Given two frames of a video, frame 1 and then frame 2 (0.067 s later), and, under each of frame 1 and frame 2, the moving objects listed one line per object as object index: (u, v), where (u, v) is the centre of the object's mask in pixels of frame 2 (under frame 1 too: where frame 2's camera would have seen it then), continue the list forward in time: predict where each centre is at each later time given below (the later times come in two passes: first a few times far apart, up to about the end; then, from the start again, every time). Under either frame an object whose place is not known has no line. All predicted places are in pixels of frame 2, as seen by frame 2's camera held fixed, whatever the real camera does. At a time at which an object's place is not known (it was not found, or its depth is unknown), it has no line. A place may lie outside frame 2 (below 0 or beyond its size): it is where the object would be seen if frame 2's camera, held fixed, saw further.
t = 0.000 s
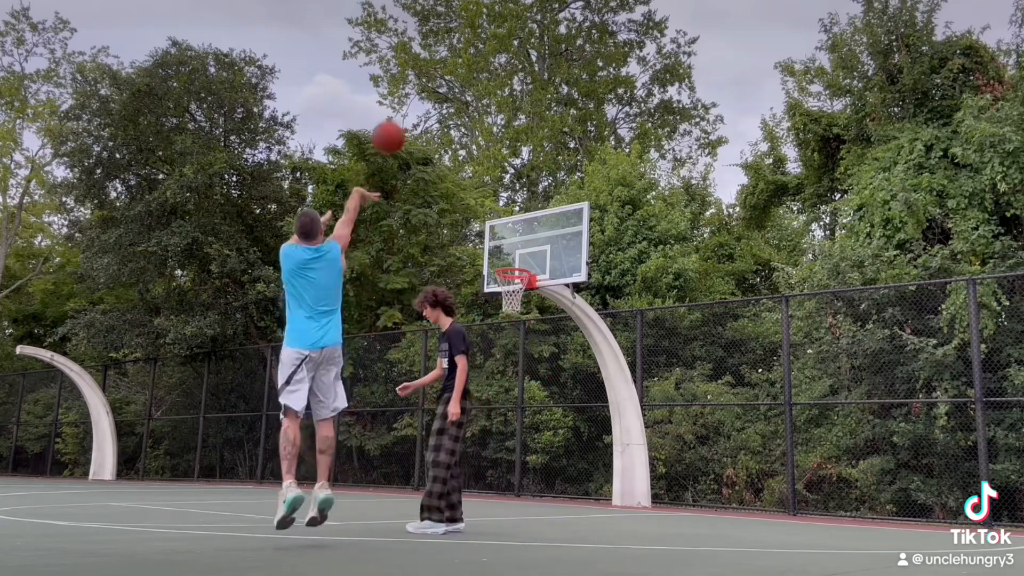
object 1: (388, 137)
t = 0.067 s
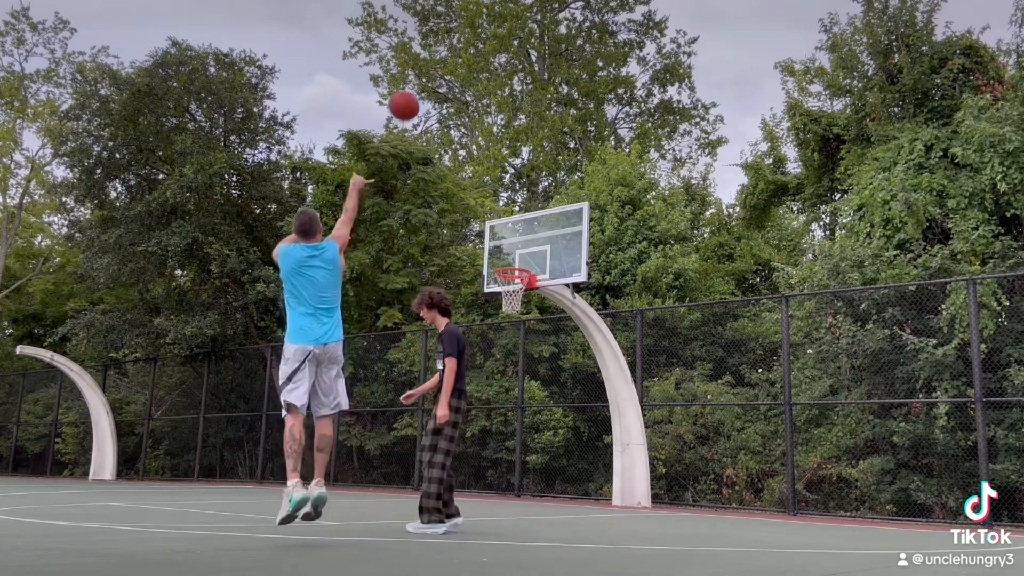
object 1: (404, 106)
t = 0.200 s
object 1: (429, 68)
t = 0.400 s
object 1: (457, 55)
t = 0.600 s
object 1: (479, 79)
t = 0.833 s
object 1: (497, 142)
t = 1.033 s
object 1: (509, 215)
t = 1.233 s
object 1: (509, 287)
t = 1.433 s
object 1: (507, 276)
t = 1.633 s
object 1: (508, 288)
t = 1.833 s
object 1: (506, 331)
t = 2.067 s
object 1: (503, 424)
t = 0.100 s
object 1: (412, 92)
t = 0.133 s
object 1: (418, 83)
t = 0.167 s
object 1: (423, 74)
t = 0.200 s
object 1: (429, 68)
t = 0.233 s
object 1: (435, 63)
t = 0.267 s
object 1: (440, 59)
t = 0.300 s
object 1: (444, 56)
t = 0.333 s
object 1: (449, 55)
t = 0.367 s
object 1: (455, 55)
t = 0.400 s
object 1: (457, 55)
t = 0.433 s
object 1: (462, 56)
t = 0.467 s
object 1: (466, 60)
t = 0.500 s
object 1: (469, 64)
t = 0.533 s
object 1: (472, 68)
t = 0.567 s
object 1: (476, 74)
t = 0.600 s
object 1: (479, 79)
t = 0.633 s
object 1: (482, 86)
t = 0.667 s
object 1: (485, 94)
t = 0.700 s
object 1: (488, 102)
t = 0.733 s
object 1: (490, 111)
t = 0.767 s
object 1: (493, 121)
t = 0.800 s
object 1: (495, 131)
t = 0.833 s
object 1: (497, 142)
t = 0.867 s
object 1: (500, 152)
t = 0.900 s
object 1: (502, 163)
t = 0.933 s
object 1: (504, 176)
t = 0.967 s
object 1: (505, 188)
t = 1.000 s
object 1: (508, 202)
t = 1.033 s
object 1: (509, 215)
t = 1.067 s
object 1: (511, 229)
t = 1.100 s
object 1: (512, 243)
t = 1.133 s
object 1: (513, 258)
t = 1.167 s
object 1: (514, 274)
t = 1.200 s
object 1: (512, 281)
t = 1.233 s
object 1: (509, 287)
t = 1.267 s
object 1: (508, 287)
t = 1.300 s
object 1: (507, 284)
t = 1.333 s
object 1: (507, 281)
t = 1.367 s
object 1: (507, 277)
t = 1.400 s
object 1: (507, 276)
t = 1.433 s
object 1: (507, 276)
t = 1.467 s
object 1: (507, 276)
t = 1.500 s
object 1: (507, 276)
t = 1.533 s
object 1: (508, 277)
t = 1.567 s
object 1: (507, 279)
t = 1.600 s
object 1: (508, 284)
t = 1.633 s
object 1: (508, 288)
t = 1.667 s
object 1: (508, 293)
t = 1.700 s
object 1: (508, 299)
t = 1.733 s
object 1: (507, 305)
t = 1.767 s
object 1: (506, 313)
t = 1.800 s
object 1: (507, 322)
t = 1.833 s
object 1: (506, 331)
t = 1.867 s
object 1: (506, 342)
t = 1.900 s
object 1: (505, 352)
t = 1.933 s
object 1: (505, 365)
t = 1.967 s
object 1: (505, 378)
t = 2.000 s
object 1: (504, 393)
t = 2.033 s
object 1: (503, 407)
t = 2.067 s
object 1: (503, 424)
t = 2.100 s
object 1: (502, 442)
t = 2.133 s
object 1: (502, 461)
